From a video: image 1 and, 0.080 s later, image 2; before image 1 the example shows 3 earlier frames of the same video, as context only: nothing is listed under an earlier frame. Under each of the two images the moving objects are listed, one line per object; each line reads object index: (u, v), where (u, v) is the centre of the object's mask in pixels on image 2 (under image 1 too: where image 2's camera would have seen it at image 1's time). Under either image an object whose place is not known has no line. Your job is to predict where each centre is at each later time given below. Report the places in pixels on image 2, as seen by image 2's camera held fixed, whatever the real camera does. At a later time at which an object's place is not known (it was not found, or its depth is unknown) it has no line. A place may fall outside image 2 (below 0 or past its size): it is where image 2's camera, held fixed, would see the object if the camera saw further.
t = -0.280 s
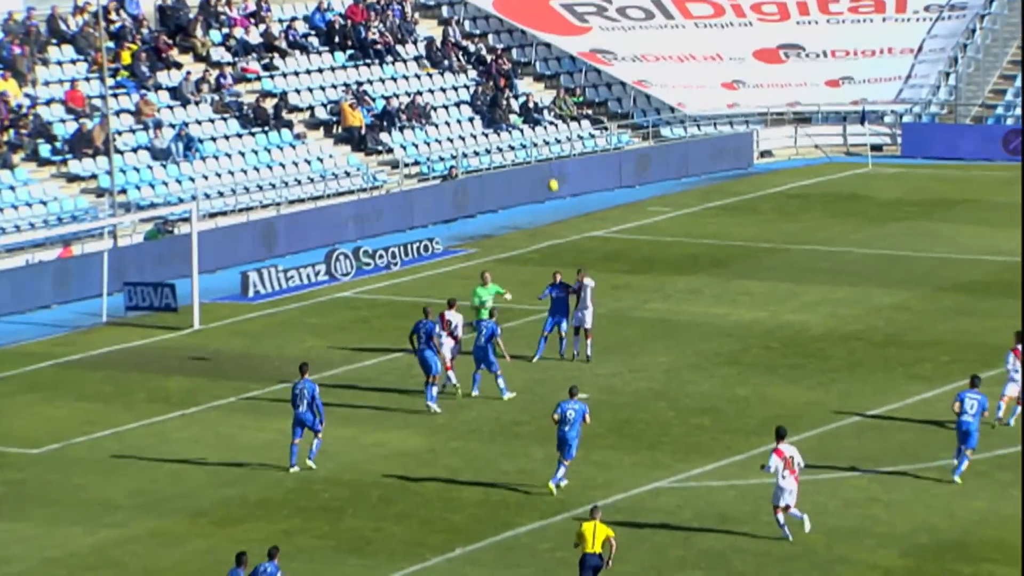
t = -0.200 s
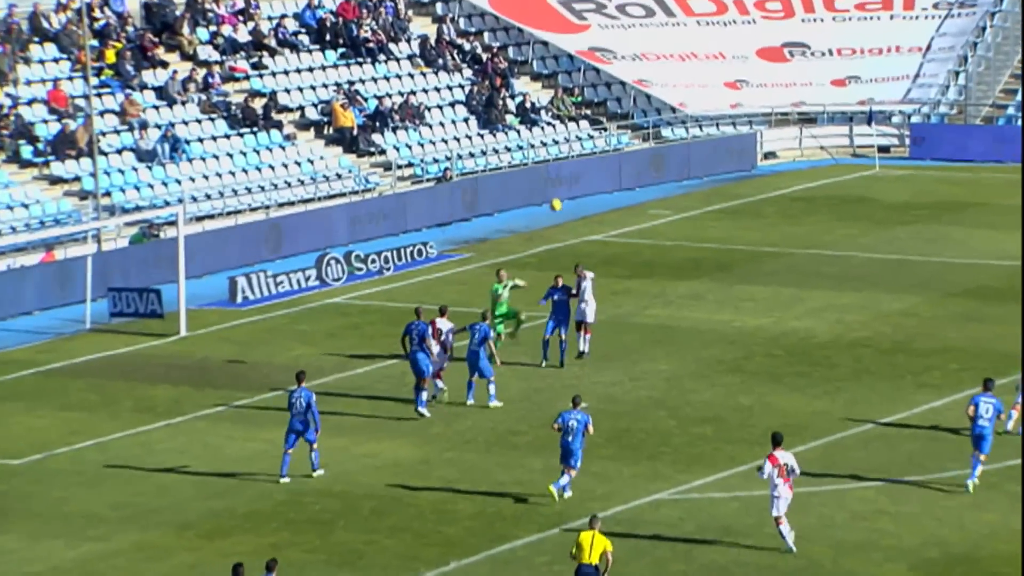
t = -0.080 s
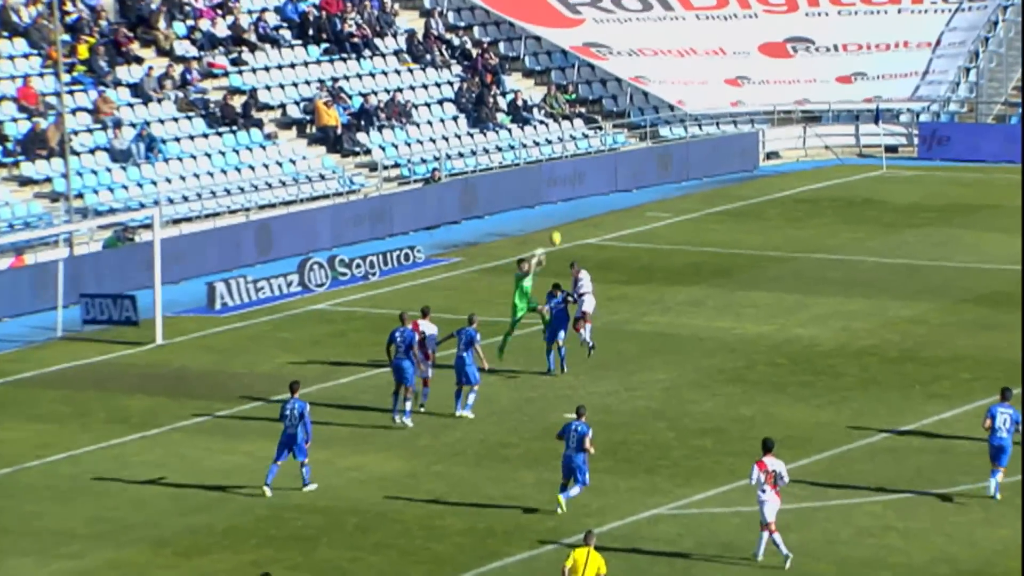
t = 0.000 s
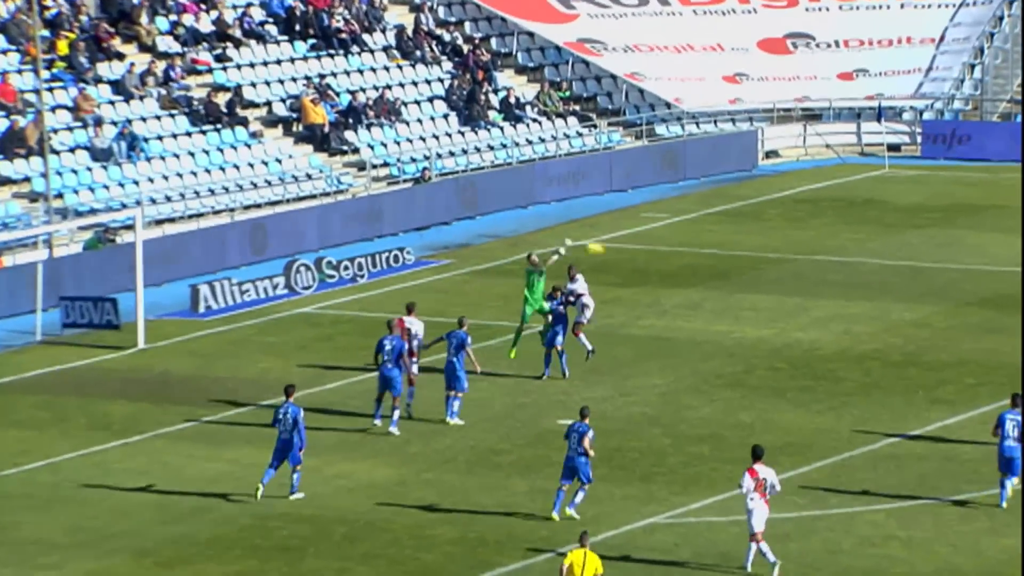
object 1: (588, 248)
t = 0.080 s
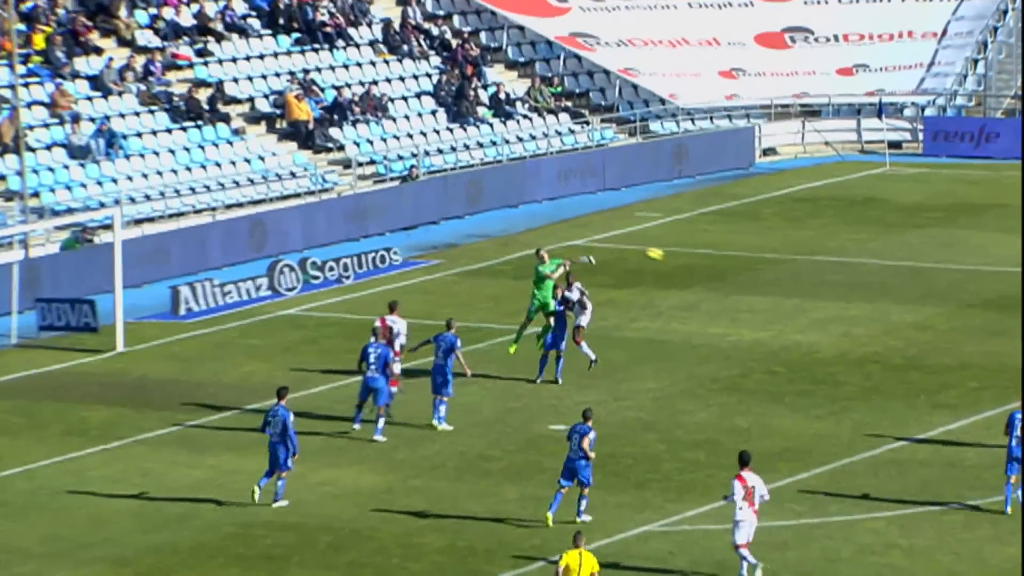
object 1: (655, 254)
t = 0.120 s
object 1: (688, 258)
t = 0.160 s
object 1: (721, 263)
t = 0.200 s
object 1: (753, 269)
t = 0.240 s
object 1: (786, 276)
